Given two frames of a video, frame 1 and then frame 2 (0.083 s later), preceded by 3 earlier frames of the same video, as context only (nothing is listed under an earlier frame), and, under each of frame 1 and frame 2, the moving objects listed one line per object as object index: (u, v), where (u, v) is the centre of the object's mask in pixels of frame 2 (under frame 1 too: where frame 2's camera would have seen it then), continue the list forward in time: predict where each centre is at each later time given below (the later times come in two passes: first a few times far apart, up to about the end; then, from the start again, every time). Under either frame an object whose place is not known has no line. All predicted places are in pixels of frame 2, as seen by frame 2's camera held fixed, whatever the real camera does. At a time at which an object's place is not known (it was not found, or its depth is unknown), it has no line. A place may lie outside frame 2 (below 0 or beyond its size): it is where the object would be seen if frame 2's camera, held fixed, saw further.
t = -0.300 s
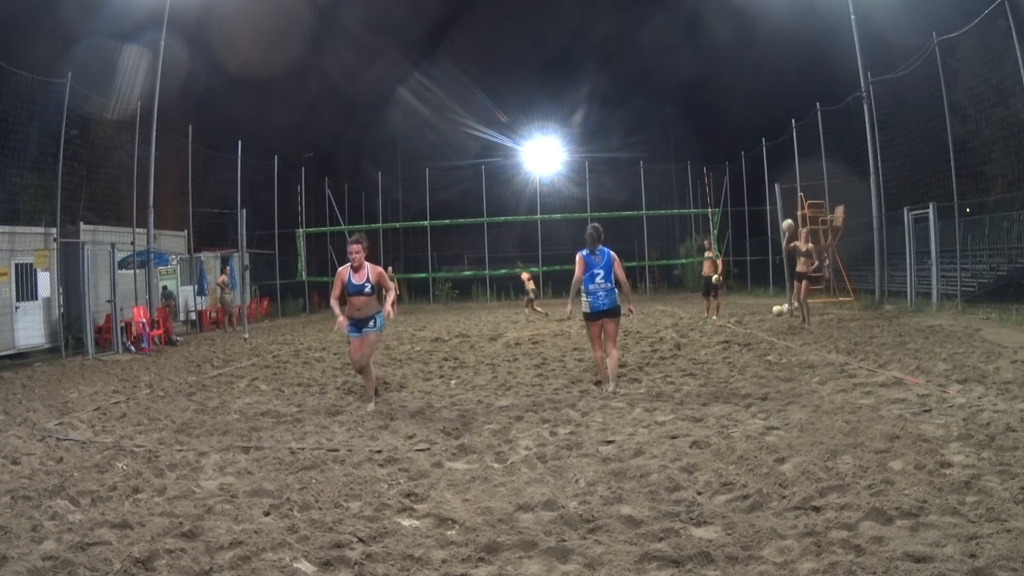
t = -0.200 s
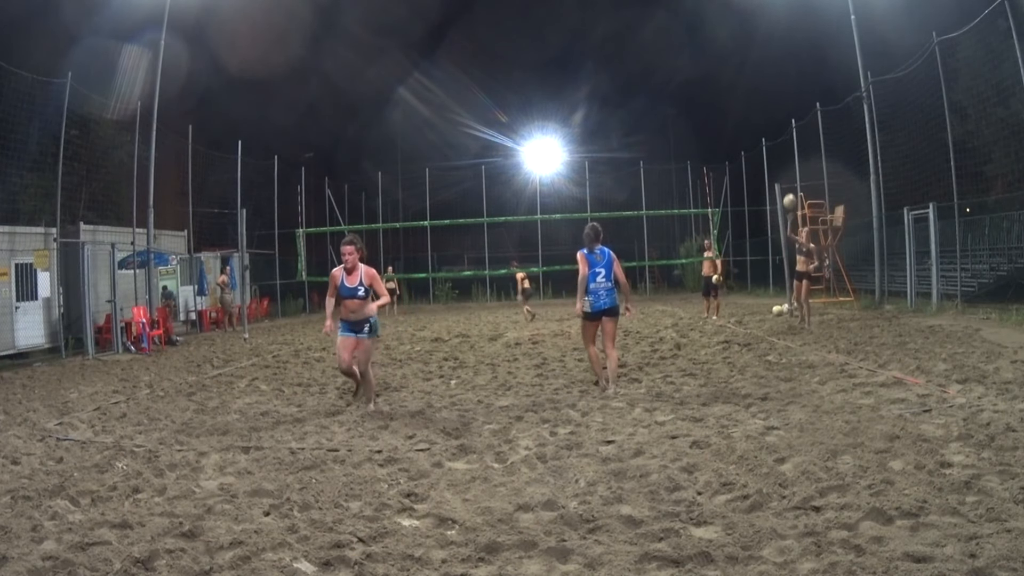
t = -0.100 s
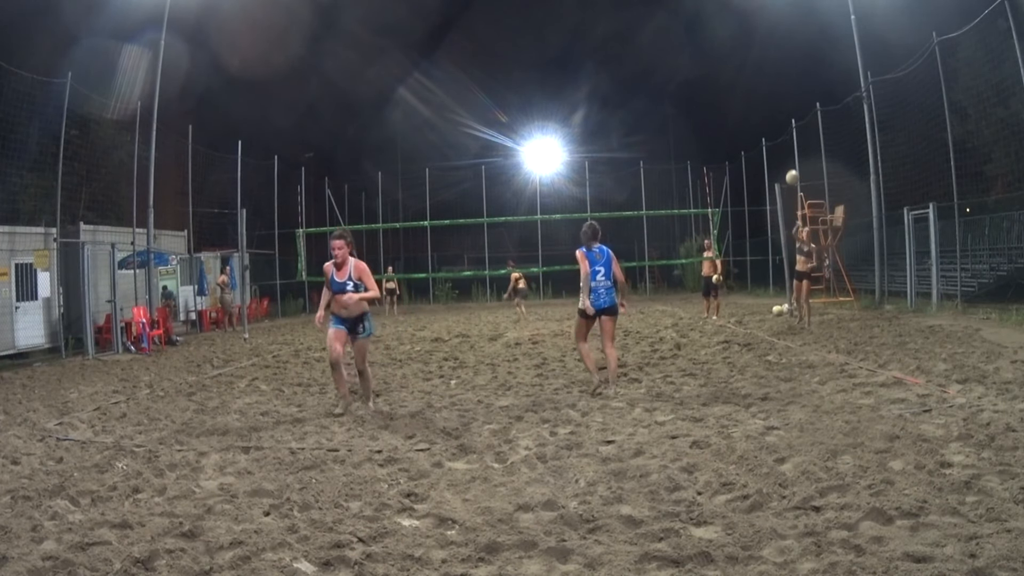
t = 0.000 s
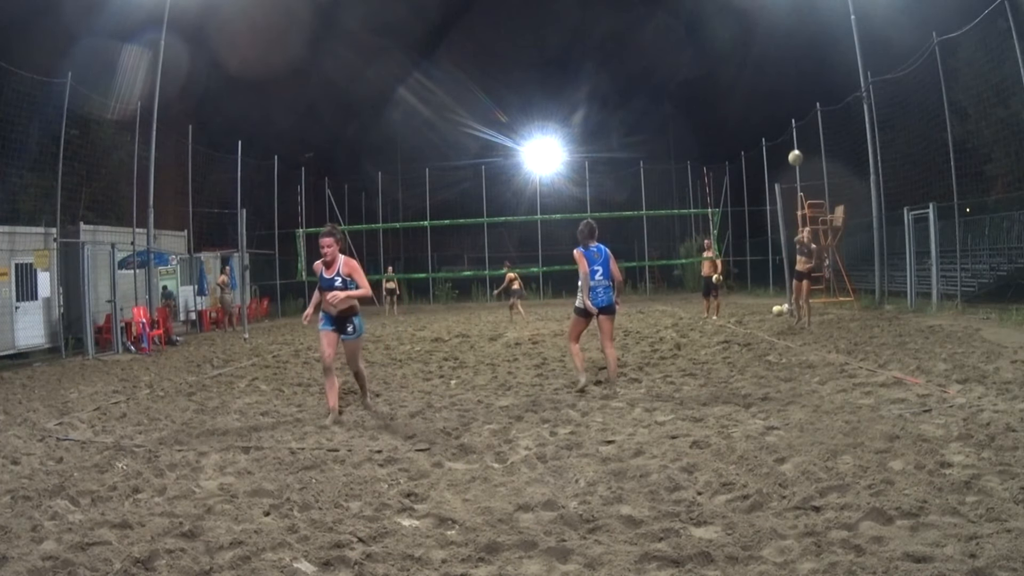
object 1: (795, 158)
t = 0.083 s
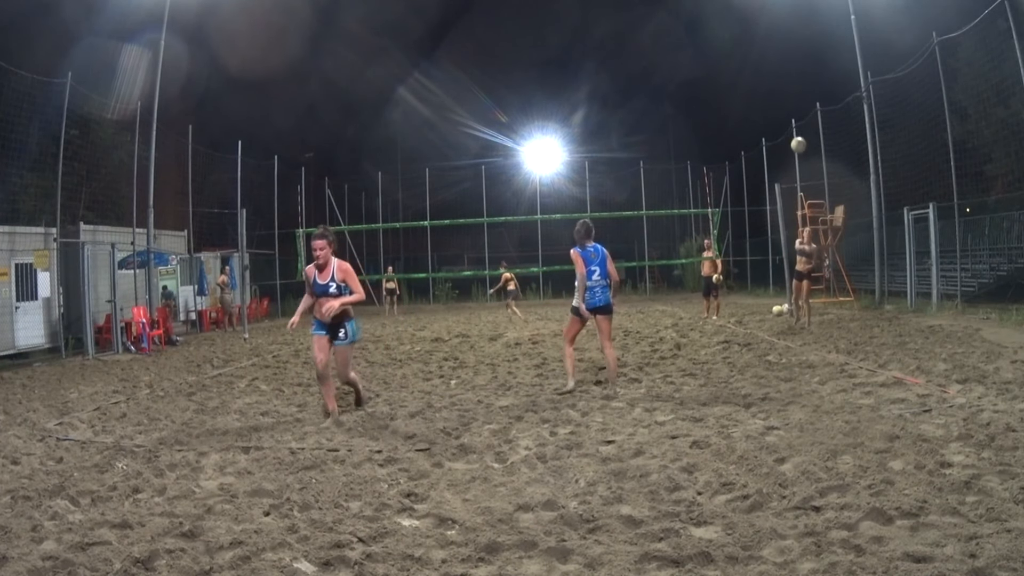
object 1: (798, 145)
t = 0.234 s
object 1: (806, 131)
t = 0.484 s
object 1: (827, 145)
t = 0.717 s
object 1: (856, 227)
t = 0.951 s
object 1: (883, 407)
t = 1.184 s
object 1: (836, 370)
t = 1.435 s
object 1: (760, 433)
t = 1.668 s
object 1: (665, 487)
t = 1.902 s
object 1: (559, 520)
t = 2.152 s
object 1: (454, 541)
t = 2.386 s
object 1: (366, 546)
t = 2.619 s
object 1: (310, 547)
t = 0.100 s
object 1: (799, 143)
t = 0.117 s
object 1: (800, 141)
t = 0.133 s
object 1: (801, 139)
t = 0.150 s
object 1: (801, 137)
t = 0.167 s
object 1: (802, 136)
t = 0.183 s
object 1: (803, 134)
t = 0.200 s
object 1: (804, 133)
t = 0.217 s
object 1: (805, 132)
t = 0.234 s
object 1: (806, 131)
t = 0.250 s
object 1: (807, 130)
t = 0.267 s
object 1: (808, 130)
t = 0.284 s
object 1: (810, 130)
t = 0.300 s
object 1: (811, 130)
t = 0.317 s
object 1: (811, 130)
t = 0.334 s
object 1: (813, 130)
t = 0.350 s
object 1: (815, 131)
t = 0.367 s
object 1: (816, 131)
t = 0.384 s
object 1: (818, 133)
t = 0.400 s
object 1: (819, 134)
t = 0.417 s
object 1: (820, 135)
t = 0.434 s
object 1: (822, 137)
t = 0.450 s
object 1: (823, 140)
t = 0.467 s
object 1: (825, 142)
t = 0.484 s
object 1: (827, 145)
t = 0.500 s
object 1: (828, 148)
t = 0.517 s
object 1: (830, 151)
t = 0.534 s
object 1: (832, 155)
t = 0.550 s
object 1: (834, 160)
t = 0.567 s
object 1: (836, 164)
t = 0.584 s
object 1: (838, 169)
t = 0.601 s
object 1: (840, 174)
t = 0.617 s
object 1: (842, 180)
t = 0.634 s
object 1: (845, 187)
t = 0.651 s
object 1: (847, 193)
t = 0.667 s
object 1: (849, 201)
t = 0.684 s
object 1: (851, 209)
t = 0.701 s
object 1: (854, 218)
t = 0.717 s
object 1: (856, 227)
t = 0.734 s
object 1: (859, 238)
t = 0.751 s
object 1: (861, 248)
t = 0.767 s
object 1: (864, 259)
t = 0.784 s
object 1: (866, 271)
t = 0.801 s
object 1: (870, 284)
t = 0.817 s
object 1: (872, 296)
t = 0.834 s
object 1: (874, 311)
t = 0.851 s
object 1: (877, 326)
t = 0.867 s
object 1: (879, 344)
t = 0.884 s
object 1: (882, 361)
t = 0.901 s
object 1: (884, 380)
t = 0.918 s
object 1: (884, 401)
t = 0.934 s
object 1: (886, 413)
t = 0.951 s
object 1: (883, 407)
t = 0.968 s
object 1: (881, 403)
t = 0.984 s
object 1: (878, 398)
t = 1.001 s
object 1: (875, 394)
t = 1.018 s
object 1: (872, 390)
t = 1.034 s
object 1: (869, 386)
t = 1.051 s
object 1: (865, 383)
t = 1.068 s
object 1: (863, 380)
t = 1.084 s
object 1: (859, 377)
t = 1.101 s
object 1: (855, 375)
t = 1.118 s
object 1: (851, 373)
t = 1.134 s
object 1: (848, 372)
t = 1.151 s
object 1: (844, 371)
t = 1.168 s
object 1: (840, 370)
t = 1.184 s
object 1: (836, 370)
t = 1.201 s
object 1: (832, 371)
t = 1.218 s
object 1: (828, 371)
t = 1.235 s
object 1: (823, 373)
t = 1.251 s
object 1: (819, 375)
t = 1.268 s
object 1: (814, 377)
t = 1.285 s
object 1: (809, 379)
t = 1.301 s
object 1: (805, 383)
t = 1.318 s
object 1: (800, 387)
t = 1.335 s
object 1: (794, 391)
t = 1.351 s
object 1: (789, 397)
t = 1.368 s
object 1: (784, 403)
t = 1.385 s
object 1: (779, 409)
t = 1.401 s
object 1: (773, 416)
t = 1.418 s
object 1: (766, 425)
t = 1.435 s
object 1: (760, 433)
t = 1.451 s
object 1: (755, 443)
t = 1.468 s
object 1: (748, 453)
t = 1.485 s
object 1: (741, 463)
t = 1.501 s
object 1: (734, 474)
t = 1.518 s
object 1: (728, 481)
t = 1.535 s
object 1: (721, 484)
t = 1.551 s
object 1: (713, 484)
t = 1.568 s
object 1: (707, 483)
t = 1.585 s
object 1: (700, 483)
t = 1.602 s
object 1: (693, 483)
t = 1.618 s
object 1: (688, 483)
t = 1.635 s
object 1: (680, 484)
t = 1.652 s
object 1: (673, 485)
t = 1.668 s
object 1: (665, 487)
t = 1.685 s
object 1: (657, 488)
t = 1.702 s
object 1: (649, 491)
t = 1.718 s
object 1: (642, 494)
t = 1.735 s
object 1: (634, 499)
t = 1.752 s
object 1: (626, 503)
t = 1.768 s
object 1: (619, 509)
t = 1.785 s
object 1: (611, 514)
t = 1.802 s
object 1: (603, 517)
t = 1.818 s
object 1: (595, 515)
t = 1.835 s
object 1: (588, 515)
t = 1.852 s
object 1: (581, 515)
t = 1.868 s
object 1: (574, 516)
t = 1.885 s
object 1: (567, 518)
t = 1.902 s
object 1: (559, 520)
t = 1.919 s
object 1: (552, 522)
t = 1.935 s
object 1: (544, 524)
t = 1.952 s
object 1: (538, 527)
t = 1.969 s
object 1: (530, 530)
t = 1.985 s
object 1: (522, 534)
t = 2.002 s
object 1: (514, 534)
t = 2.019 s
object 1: (508, 532)
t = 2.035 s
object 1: (502, 532)
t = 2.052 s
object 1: (494, 530)
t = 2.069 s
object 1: (487, 530)
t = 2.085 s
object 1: (480, 531)
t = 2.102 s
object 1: (474, 533)
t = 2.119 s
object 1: (467, 534)
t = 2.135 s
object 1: (461, 538)
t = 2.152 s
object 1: (454, 541)
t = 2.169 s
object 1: (447, 544)
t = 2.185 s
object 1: (441, 544)
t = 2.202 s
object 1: (434, 544)
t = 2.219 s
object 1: (427, 543)
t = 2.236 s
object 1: (421, 544)
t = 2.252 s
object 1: (414, 544)
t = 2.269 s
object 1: (408, 545)
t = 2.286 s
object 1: (402, 545)
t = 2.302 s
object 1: (396, 546)
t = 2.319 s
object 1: (389, 547)
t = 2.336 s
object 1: (383, 547)
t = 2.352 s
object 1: (378, 547)
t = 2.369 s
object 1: (372, 546)
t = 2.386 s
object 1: (366, 546)
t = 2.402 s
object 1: (362, 545)
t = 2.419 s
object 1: (358, 545)
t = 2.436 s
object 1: (353, 545)
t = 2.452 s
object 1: (349, 546)
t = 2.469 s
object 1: (344, 547)
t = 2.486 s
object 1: (339, 548)
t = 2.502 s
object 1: (336, 550)
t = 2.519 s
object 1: (332, 550)
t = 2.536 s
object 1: (328, 549)
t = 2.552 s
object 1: (325, 549)
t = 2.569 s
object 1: (320, 548)
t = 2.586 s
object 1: (316, 547)
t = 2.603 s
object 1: (313, 547)
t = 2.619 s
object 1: (310, 547)
